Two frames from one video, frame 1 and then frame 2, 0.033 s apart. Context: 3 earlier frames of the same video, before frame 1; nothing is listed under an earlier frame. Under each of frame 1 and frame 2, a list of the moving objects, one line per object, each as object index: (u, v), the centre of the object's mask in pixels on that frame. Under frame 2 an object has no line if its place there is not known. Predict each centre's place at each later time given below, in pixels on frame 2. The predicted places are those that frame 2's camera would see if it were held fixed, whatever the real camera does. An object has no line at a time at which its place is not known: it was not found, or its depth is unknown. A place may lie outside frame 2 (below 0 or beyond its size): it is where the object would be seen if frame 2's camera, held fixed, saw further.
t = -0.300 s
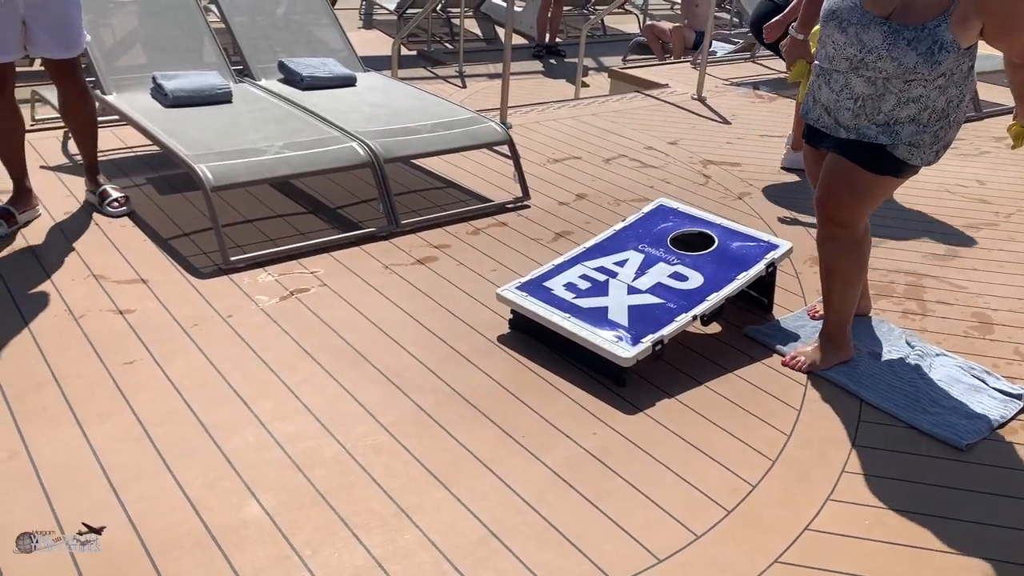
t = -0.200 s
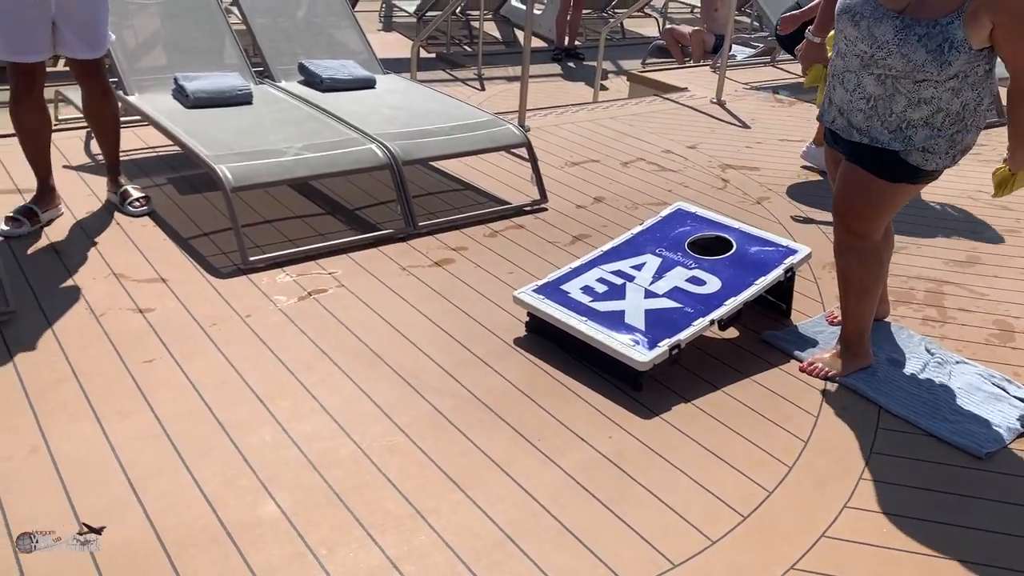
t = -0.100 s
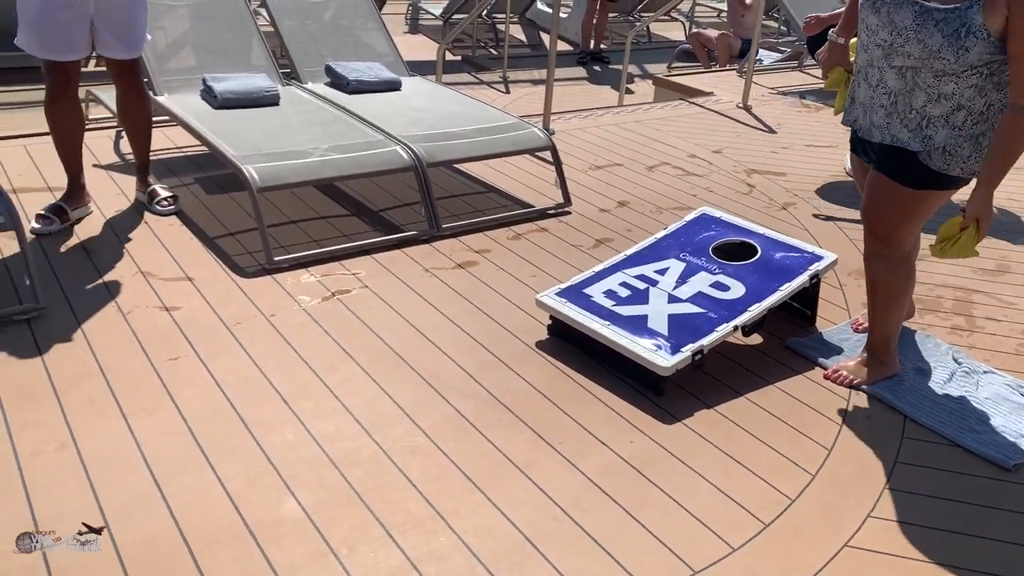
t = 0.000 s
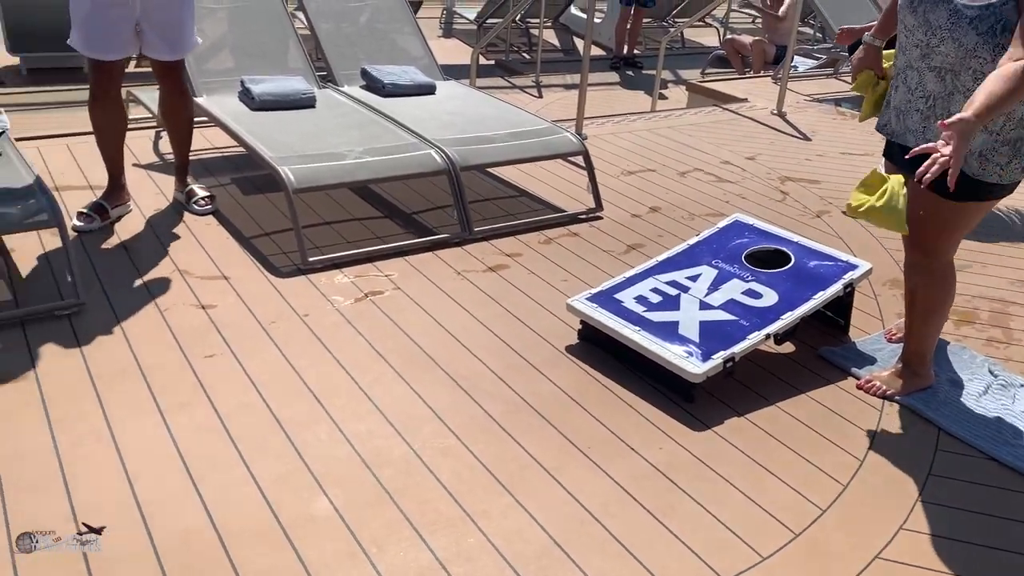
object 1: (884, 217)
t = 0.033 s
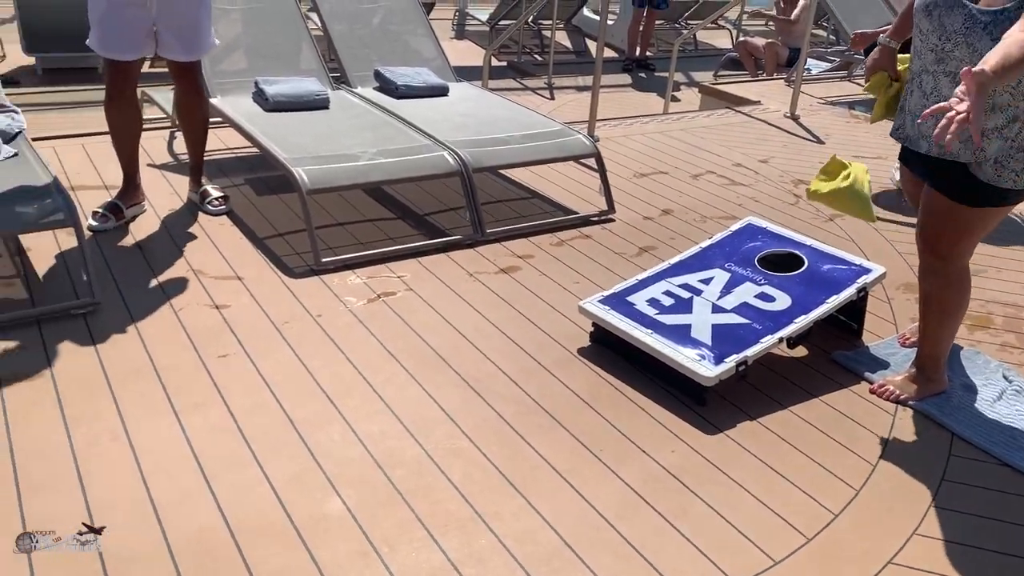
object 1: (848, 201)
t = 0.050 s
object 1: (817, 194)
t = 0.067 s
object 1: (785, 187)
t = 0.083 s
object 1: (752, 184)
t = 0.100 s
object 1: (716, 180)
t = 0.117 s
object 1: (675, 176)
